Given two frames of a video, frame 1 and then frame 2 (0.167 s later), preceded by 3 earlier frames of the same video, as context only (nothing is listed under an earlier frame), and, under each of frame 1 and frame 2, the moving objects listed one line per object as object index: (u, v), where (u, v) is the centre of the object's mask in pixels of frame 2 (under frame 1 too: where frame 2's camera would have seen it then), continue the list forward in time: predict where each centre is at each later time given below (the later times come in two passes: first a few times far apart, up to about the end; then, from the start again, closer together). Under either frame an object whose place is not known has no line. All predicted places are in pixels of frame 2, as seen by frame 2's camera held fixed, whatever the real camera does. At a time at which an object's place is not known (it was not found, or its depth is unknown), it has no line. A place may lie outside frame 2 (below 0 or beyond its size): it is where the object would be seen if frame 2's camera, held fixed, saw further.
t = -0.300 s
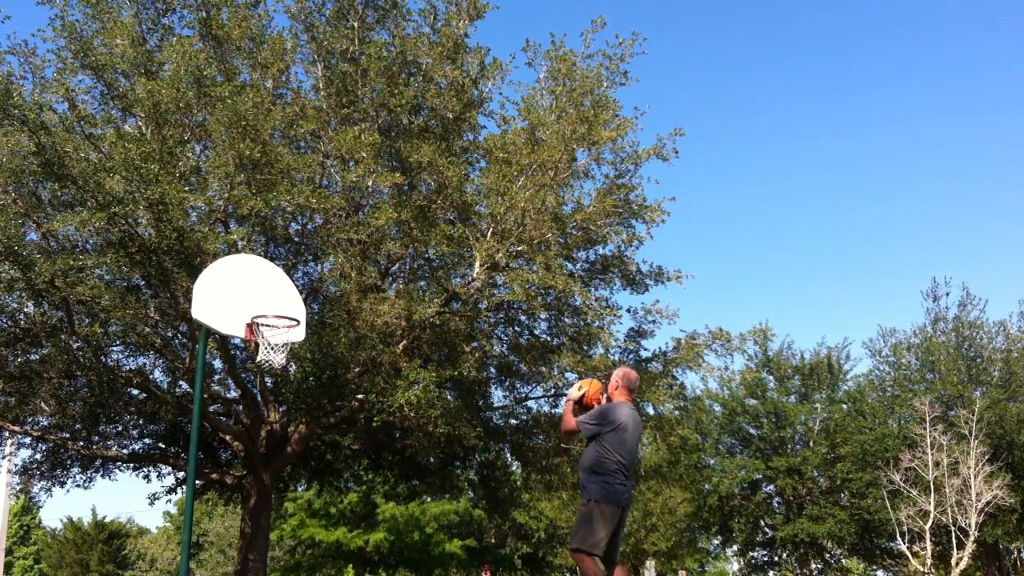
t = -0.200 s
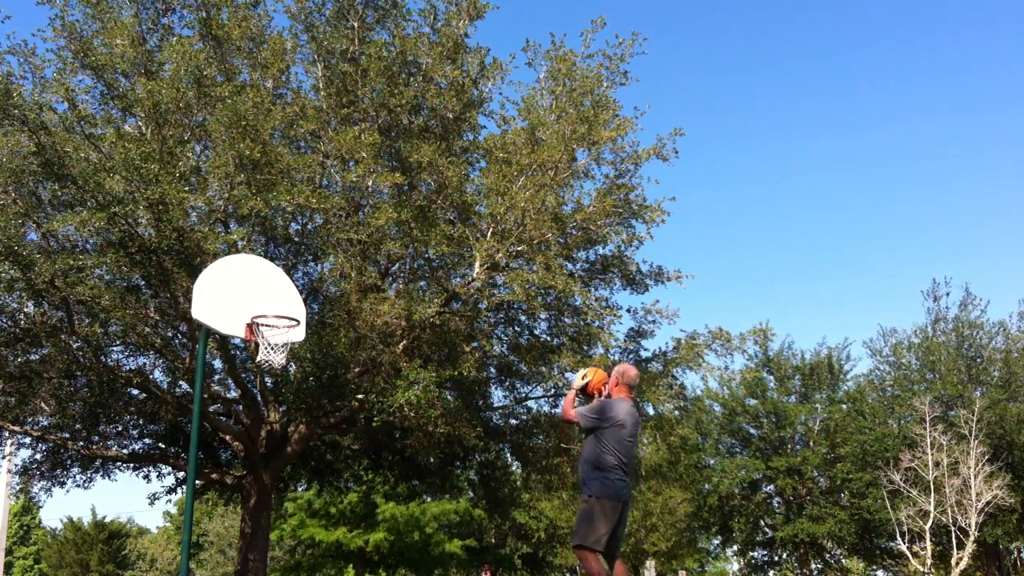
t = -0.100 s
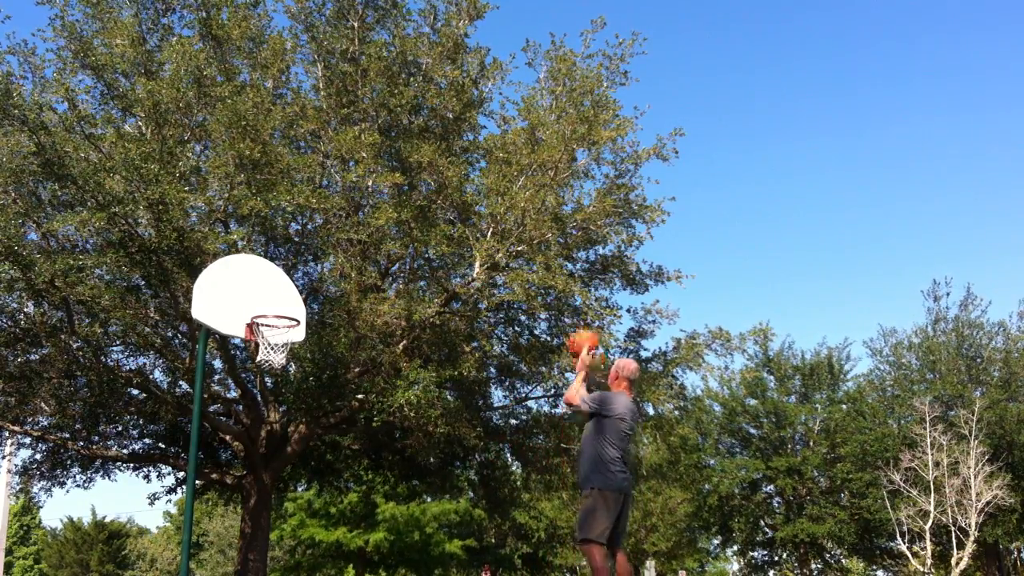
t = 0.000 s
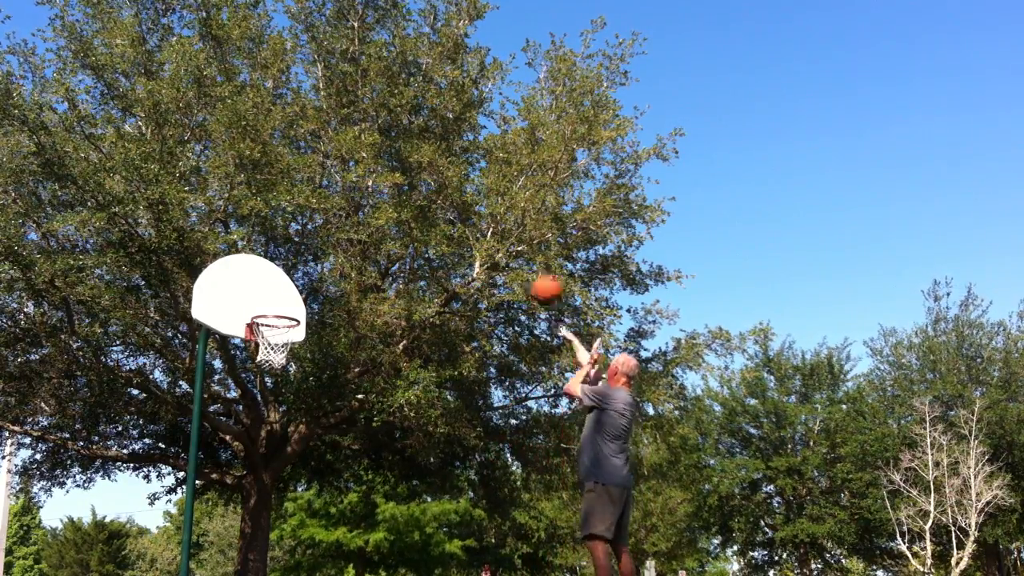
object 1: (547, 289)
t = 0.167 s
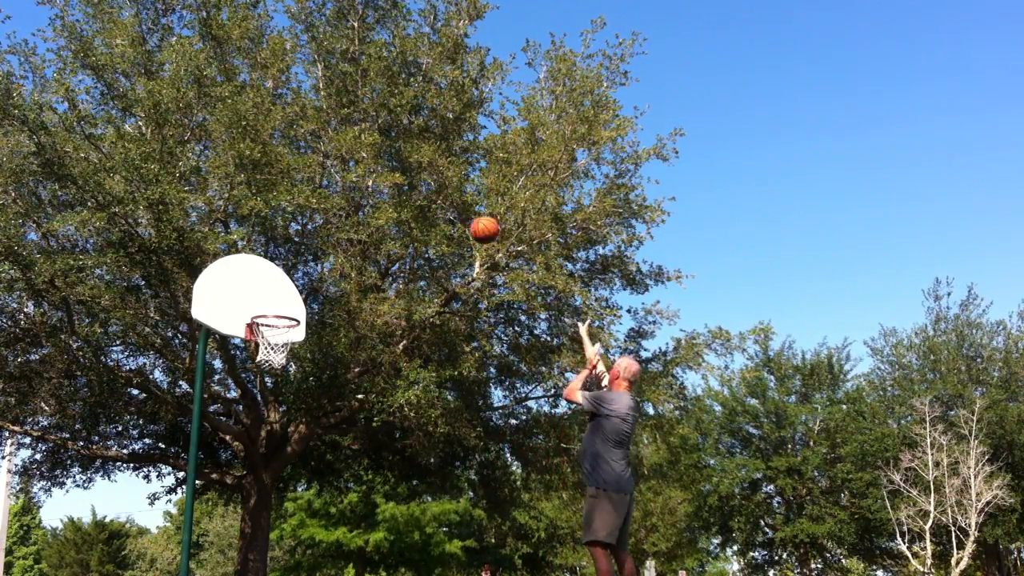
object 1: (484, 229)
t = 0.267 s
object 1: (451, 210)
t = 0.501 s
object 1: (381, 207)
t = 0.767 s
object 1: (309, 265)
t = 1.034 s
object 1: (268, 361)
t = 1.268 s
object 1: (274, 436)
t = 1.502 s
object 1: (277, 572)
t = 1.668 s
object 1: (285, 563)
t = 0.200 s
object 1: (473, 222)
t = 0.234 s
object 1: (461, 215)
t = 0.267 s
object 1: (451, 210)
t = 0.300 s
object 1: (440, 205)
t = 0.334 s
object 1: (430, 204)
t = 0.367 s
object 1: (420, 201)
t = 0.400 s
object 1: (410, 201)
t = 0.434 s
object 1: (400, 201)
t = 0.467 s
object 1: (390, 204)
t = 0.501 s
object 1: (381, 207)
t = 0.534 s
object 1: (372, 210)
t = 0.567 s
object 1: (363, 215)
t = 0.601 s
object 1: (354, 221)
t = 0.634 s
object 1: (345, 228)
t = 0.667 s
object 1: (336, 236)
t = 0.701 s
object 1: (327, 244)
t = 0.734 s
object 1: (319, 254)
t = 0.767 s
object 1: (309, 265)
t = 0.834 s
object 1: (294, 289)
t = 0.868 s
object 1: (284, 302)
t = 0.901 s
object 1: (276, 317)
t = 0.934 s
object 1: (270, 329)
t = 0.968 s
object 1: (268, 340)
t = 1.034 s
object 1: (268, 361)
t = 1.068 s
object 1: (269, 365)
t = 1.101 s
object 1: (269, 373)
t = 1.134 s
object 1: (270, 384)
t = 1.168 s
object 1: (271, 394)
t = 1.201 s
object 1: (272, 406)
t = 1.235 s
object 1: (273, 419)
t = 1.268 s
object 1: (274, 436)
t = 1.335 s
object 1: (274, 469)
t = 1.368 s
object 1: (275, 488)
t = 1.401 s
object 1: (275, 509)
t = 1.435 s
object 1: (276, 532)
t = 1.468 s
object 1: (275, 556)
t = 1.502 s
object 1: (277, 572)
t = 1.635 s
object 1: (283, 572)
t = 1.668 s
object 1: (285, 563)
